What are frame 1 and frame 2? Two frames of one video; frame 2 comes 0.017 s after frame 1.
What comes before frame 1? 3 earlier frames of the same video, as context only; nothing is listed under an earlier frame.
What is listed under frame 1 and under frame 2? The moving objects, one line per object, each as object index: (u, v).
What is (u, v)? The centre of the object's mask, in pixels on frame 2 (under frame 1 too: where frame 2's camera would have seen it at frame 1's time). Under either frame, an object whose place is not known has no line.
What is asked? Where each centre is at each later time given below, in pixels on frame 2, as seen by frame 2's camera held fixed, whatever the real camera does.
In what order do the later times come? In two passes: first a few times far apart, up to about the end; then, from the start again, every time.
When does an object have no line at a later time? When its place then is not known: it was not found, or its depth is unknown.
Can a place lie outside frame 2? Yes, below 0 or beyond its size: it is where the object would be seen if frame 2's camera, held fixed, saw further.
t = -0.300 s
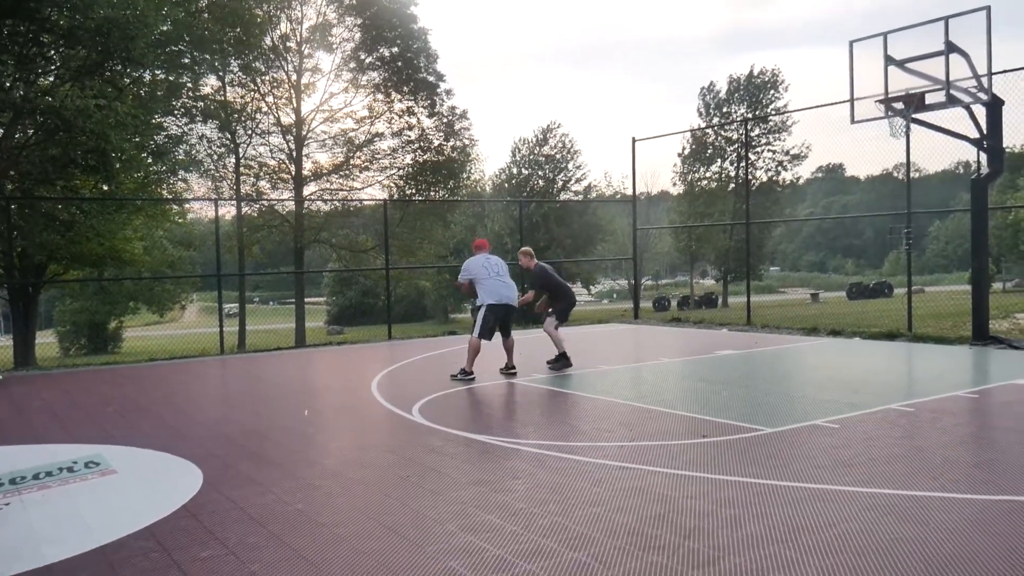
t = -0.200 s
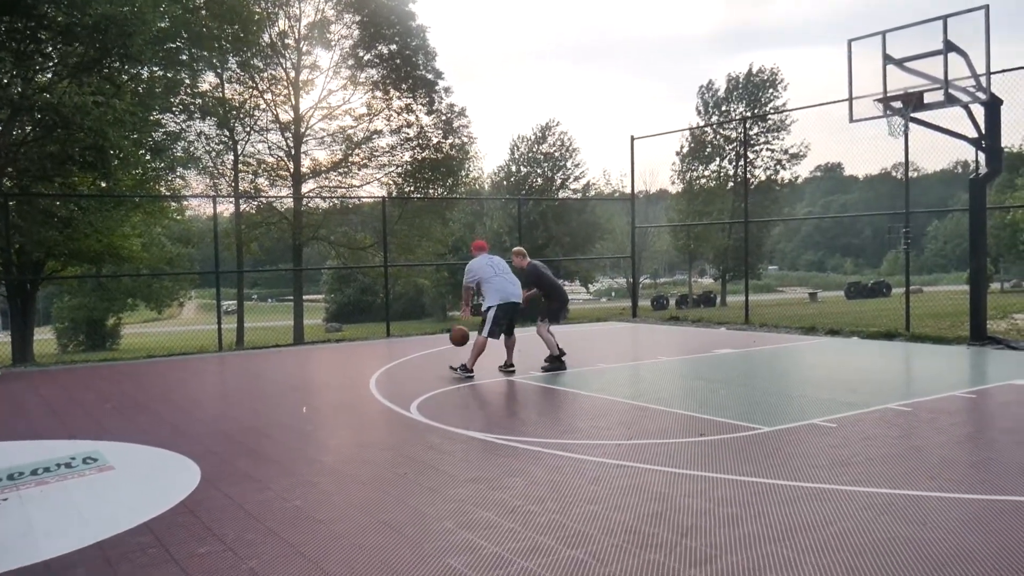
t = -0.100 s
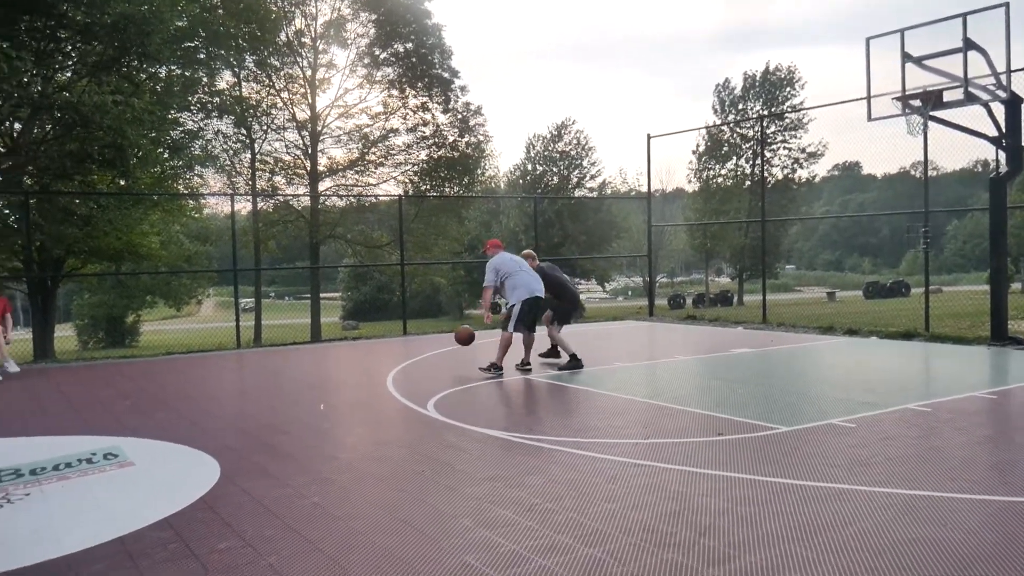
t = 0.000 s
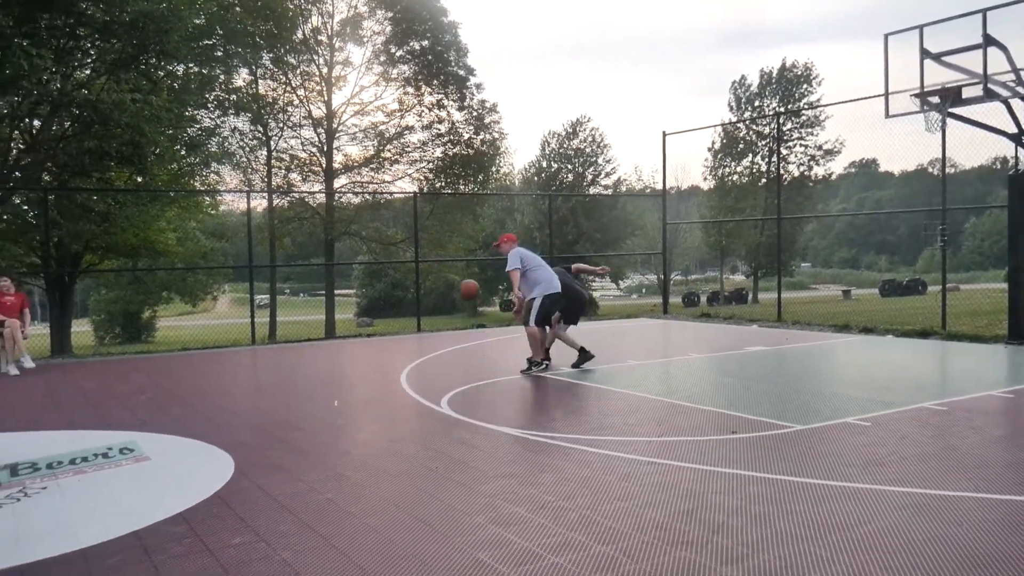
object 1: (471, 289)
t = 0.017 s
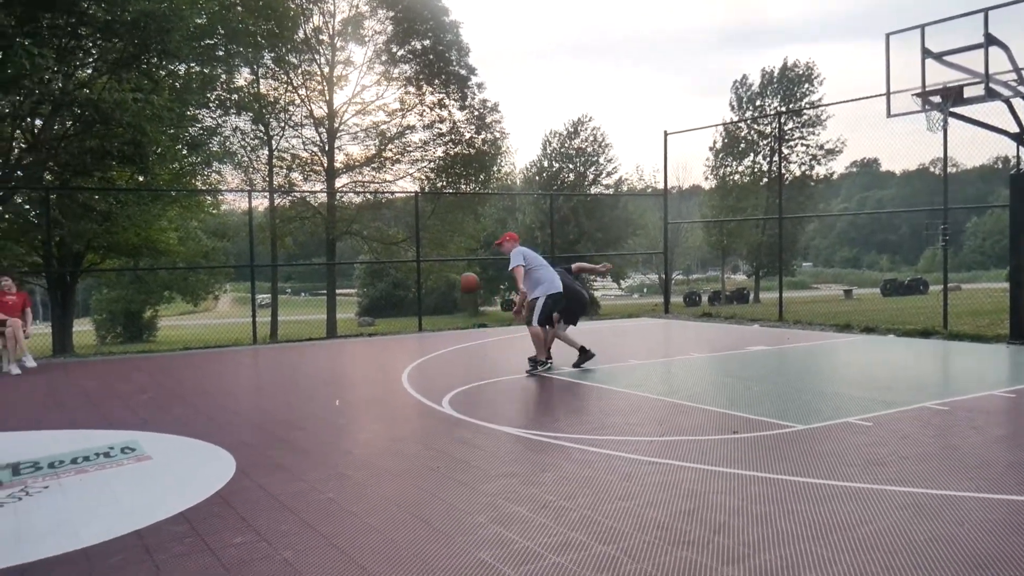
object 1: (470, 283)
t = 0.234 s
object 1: (448, 216)
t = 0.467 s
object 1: (424, 186)
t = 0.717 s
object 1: (398, 215)
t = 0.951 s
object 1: (375, 313)
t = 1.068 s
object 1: (361, 392)
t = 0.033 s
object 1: (467, 277)
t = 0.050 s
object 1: (466, 271)
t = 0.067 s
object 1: (463, 265)
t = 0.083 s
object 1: (462, 259)
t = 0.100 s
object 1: (461, 253)
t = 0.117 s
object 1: (459, 248)
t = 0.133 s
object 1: (458, 243)
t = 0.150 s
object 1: (456, 237)
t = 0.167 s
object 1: (454, 233)
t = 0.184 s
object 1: (453, 228)
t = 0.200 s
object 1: (451, 224)
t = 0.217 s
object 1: (449, 220)
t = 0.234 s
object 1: (448, 216)
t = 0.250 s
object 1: (446, 212)
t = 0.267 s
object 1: (445, 209)
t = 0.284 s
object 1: (443, 206)
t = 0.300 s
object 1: (441, 202)
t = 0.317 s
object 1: (439, 200)
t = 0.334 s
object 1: (438, 198)
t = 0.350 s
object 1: (436, 196)
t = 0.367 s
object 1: (435, 193)
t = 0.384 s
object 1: (432, 191)
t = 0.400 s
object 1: (431, 190)
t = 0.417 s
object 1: (430, 189)
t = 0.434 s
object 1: (428, 189)
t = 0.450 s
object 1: (425, 188)
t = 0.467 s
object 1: (424, 186)
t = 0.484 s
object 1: (423, 186)
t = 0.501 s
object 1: (421, 186)
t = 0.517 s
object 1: (418, 187)
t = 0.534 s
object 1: (417, 187)
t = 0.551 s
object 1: (415, 188)
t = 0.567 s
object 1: (413, 190)
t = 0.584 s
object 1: (412, 191)
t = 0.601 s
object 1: (410, 192)
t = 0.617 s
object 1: (408, 195)
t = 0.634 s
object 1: (406, 198)
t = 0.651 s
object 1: (405, 200)
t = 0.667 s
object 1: (402, 203)
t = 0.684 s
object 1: (401, 207)
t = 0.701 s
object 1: (400, 210)
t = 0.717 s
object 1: (398, 215)
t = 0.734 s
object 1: (396, 219)
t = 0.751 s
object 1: (394, 225)
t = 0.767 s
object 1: (393, 230)
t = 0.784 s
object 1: (391, 235)
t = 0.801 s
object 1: (389, 242)
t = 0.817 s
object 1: (388, 248)
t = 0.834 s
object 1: (386, 254)
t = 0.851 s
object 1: (384, 261)
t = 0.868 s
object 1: (383, 269)
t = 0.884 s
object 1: (382, 277)
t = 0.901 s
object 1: (379, 285)
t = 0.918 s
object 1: (378, 293)
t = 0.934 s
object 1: (377, 302)
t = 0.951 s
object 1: (375, 313)
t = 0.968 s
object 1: (374, 323)
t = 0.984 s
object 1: (370, 333)
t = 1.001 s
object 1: (368, 345)
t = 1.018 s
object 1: (366, 356)
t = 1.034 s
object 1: (365, 367)
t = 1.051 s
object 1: (363, 380)
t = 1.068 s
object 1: (361, 392)
